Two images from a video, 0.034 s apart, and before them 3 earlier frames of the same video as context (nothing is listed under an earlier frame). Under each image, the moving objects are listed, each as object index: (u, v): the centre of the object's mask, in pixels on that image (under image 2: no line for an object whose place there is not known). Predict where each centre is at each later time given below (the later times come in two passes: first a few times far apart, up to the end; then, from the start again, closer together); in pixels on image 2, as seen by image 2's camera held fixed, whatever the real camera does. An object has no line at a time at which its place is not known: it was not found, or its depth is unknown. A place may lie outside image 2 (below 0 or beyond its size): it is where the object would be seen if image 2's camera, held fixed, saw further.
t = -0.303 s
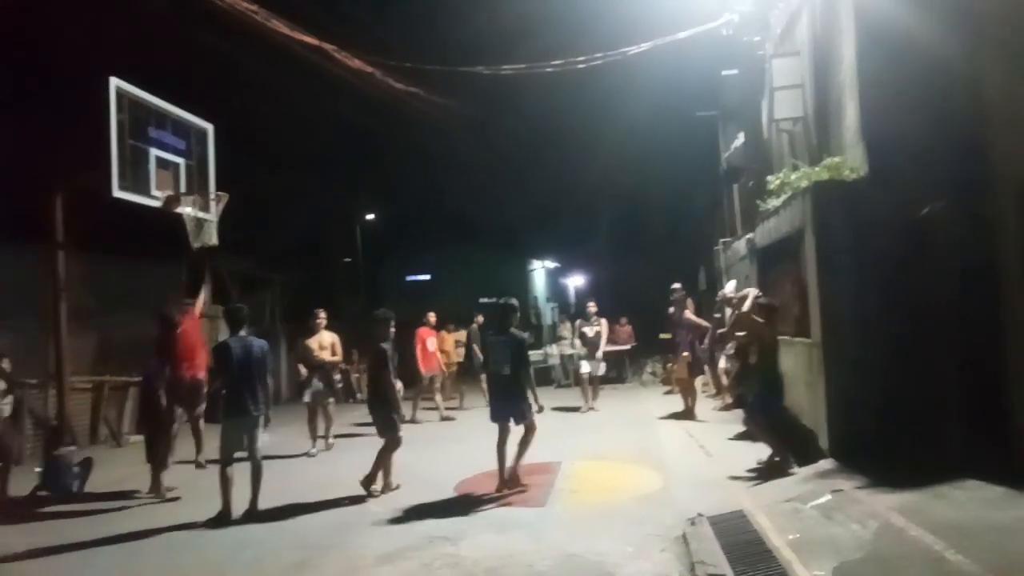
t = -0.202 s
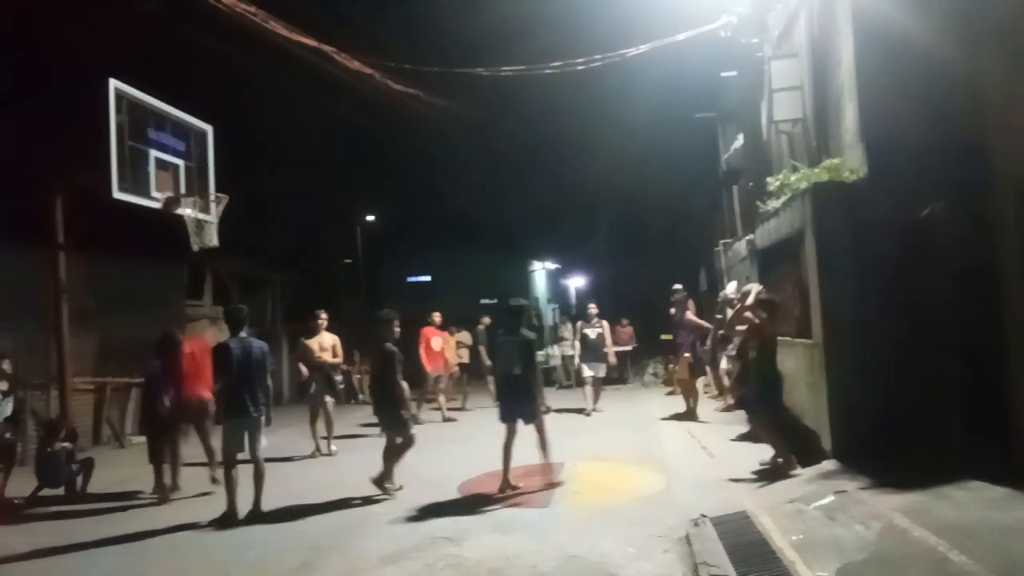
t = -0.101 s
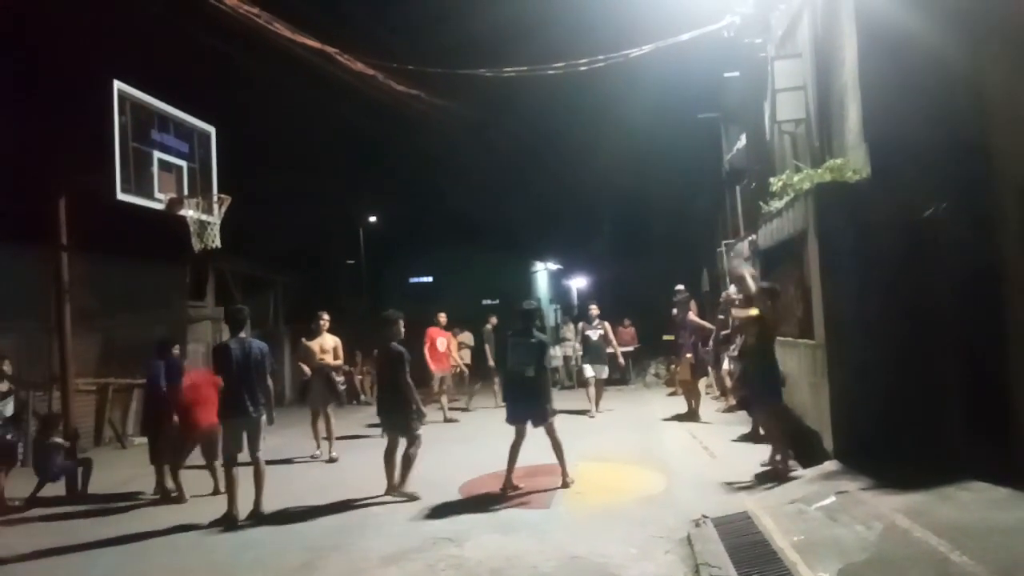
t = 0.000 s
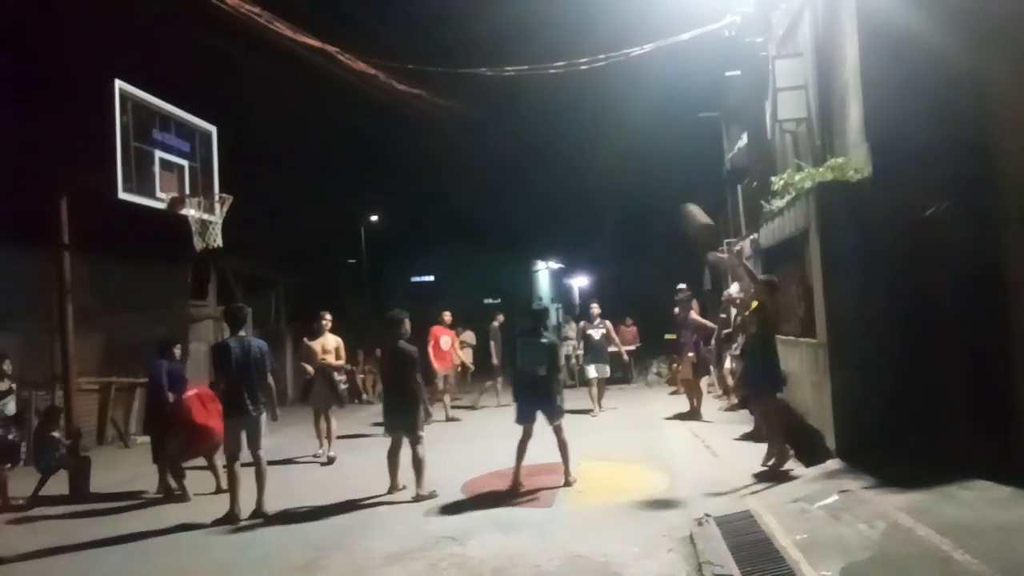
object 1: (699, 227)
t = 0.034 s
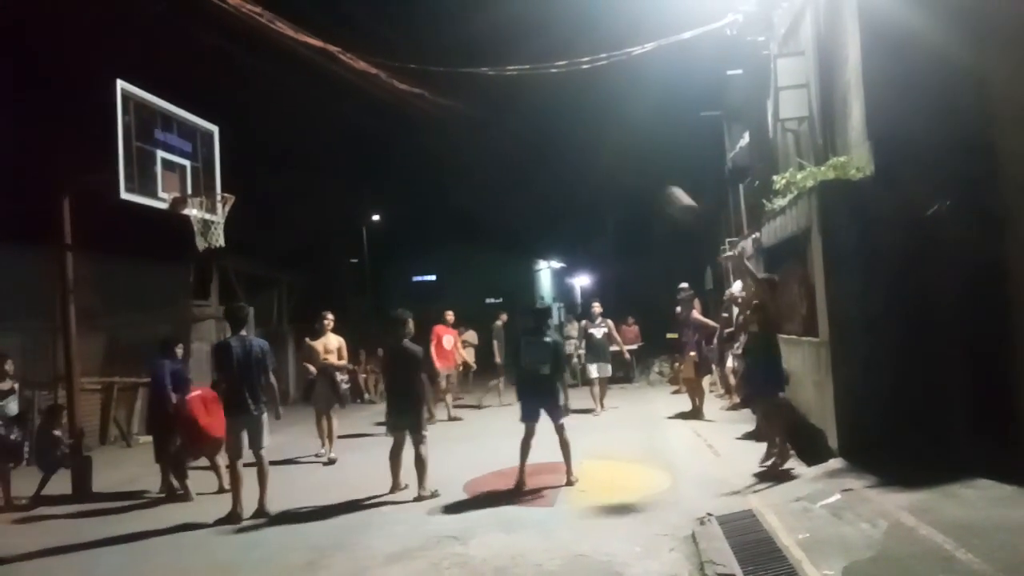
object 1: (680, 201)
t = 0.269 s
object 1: (556, 119)
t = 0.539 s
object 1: (424, 85)
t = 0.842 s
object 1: (276, 126)
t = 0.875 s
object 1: (258, 137)
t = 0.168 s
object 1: (608, 150)
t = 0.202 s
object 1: (591, 139)
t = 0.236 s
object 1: (572, 128)
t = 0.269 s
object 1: (556, 119)
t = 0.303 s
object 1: (538, 112)
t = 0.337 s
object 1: (522, 106)
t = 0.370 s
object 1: (505, 99)
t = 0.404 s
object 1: (487, 94)
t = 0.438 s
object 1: (471, 90)
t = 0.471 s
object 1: (454, 89)
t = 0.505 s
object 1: (440, 86)
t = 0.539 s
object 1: (424, 85)
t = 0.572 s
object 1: (406, 84)
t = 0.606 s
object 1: (392, 86)
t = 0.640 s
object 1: (373, 89)
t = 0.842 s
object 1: (276, 126)
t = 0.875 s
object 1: (258, 137)
